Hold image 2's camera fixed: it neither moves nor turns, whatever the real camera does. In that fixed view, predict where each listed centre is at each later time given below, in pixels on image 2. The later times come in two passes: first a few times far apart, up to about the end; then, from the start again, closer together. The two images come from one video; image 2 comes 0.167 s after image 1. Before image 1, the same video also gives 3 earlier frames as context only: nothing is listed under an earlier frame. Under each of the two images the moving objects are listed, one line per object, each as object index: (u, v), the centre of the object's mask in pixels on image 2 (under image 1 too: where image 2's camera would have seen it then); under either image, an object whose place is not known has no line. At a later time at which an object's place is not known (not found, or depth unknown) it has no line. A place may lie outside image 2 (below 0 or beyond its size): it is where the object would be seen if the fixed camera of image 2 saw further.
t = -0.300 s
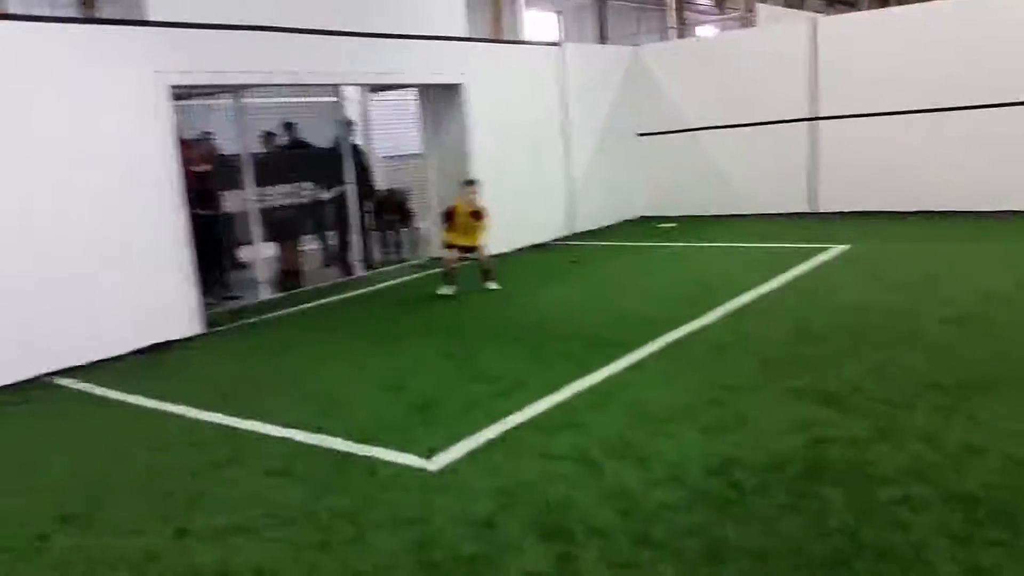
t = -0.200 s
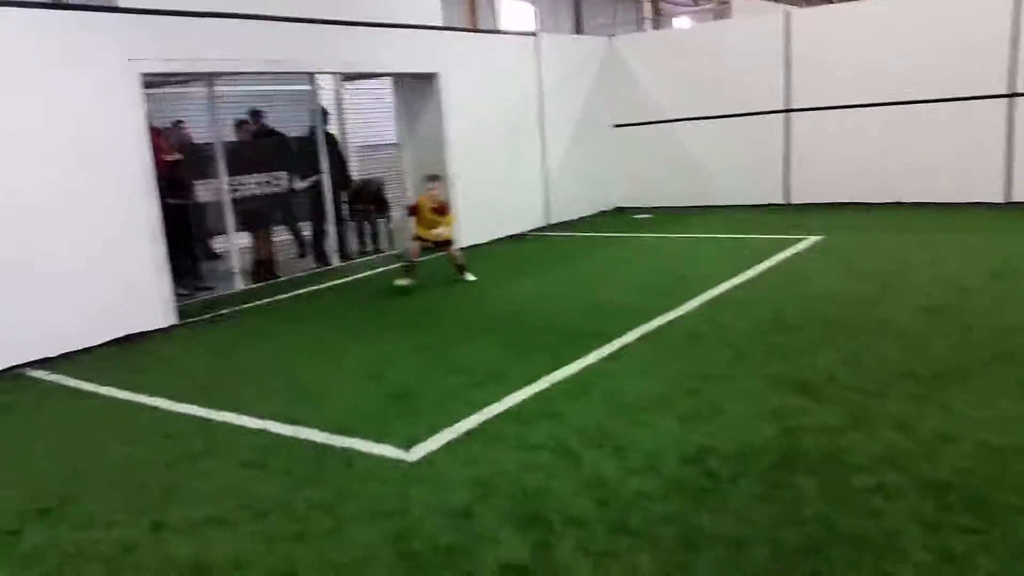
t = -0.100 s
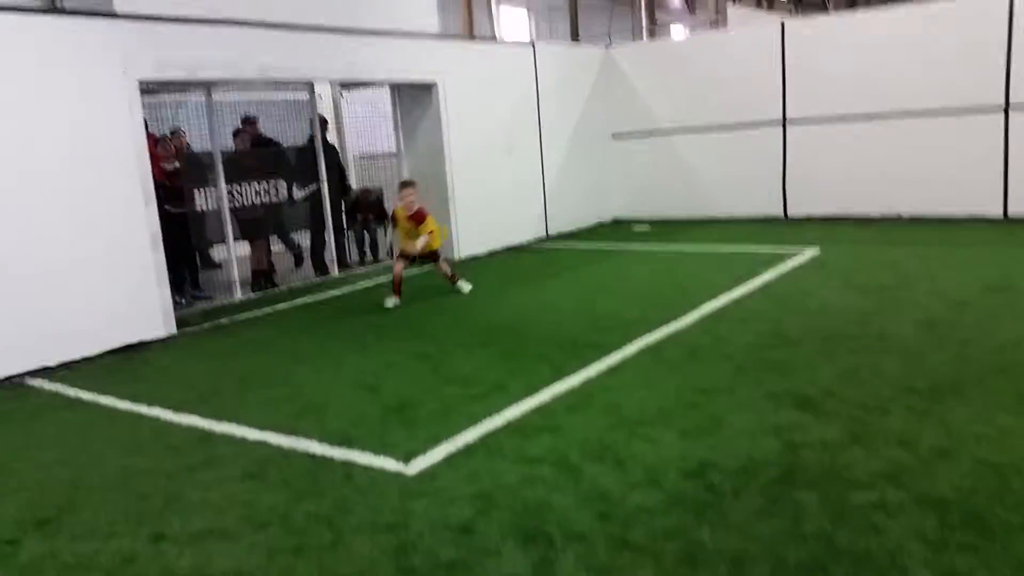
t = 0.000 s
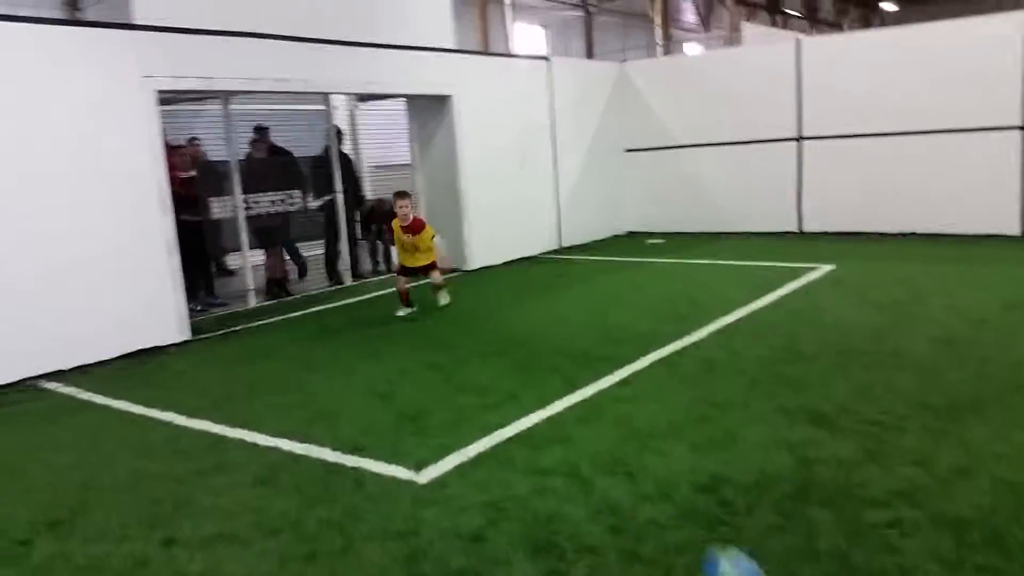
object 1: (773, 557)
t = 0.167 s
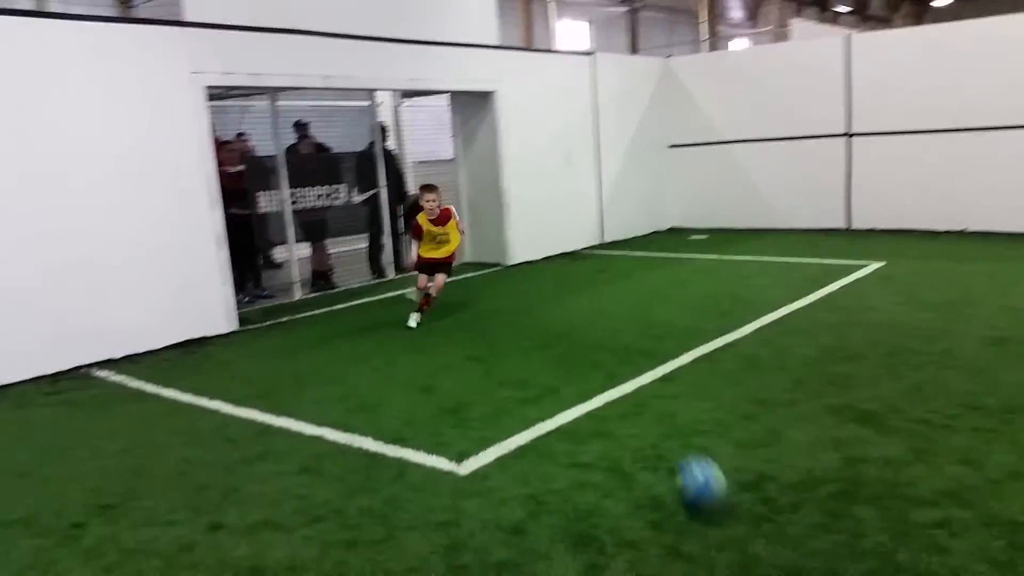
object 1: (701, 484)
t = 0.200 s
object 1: (694, 470)
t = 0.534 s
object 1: (618, 377)
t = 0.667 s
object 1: (601, 355)
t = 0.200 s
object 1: (694, 470)
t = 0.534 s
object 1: (618, 377)
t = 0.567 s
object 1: (613, 371)
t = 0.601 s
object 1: (608, 364)
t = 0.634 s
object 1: (605, 361)
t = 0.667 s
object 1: (601, 355)
